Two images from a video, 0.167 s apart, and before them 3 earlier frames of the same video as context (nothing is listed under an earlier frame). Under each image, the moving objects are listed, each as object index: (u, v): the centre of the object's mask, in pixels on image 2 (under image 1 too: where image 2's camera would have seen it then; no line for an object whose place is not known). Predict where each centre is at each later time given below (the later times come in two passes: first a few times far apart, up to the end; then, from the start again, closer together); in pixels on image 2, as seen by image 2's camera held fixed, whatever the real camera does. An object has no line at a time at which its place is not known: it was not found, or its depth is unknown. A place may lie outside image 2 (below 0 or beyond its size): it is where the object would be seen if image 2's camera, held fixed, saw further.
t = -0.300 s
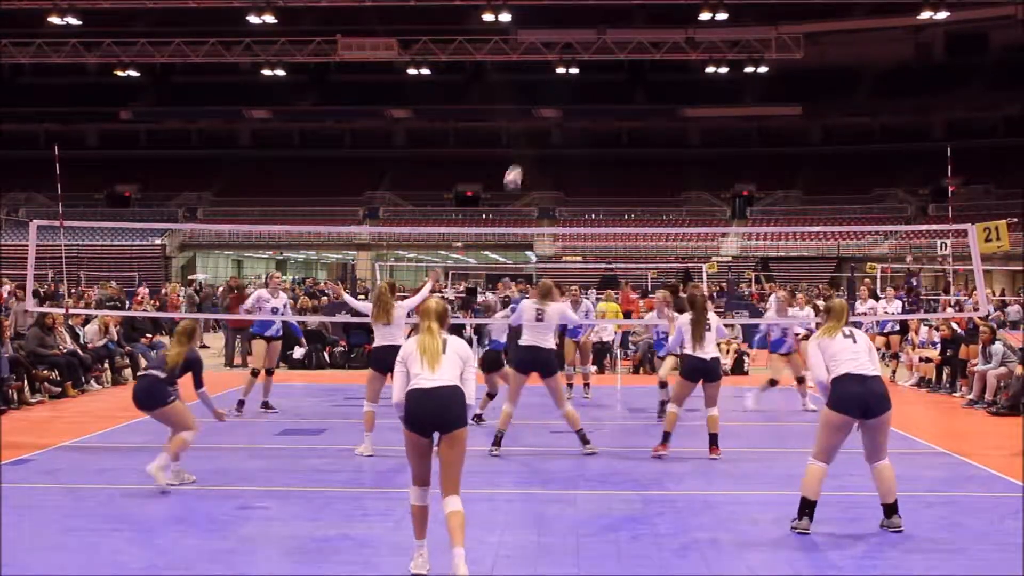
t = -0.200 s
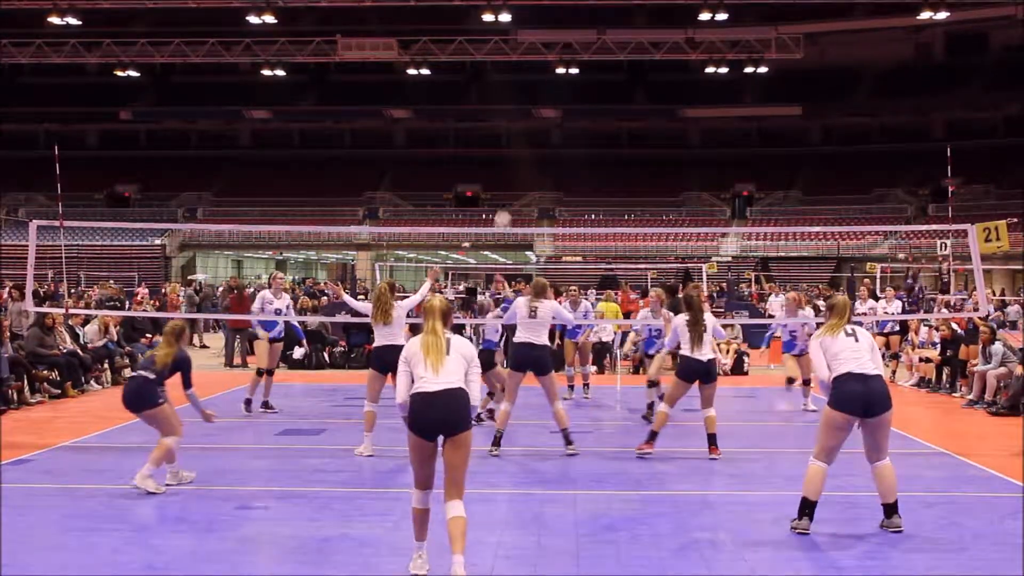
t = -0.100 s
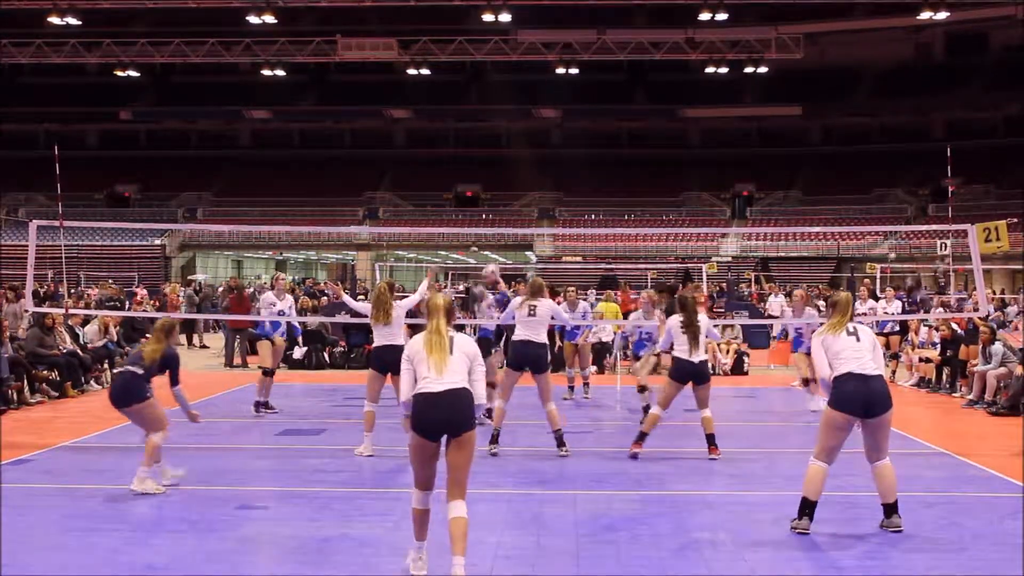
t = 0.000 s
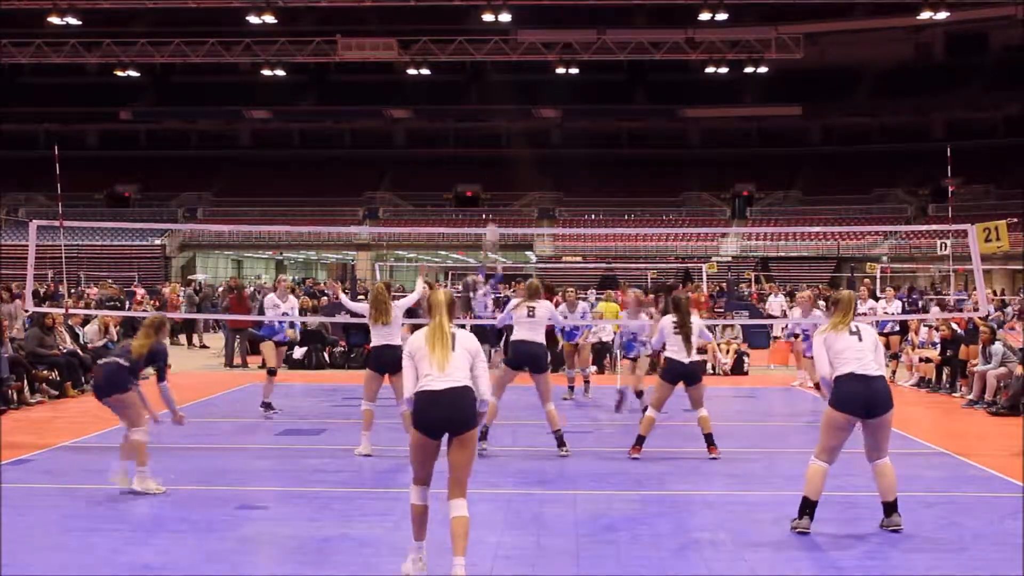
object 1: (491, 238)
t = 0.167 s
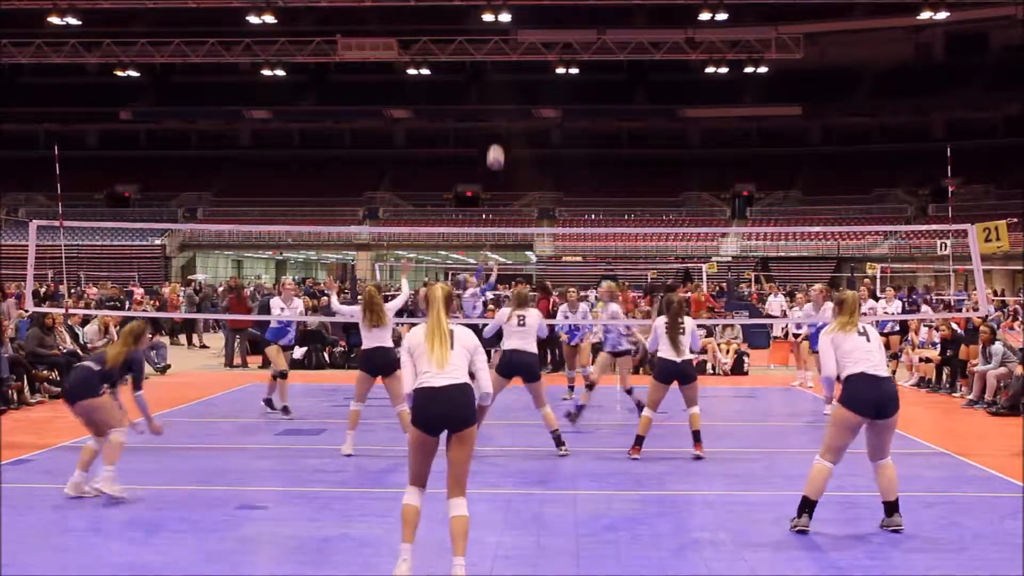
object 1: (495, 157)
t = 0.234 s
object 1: (497, 133)
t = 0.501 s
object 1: (504, 71)
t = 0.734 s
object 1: (510, 65)
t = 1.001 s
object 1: (516, 110)
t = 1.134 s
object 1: (519, 154)
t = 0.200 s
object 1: (497, 145)
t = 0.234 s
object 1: (497, 133)
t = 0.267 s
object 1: (498, 122)
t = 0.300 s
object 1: (499, 111)
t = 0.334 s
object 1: (500, 102)
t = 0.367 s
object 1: (501, 94)
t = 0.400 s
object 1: (502, 87)
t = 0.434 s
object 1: (503, 81)
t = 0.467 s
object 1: (503, 75)
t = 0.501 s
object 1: (504, 71)
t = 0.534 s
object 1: (505, 67)
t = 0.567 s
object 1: (506, 65)
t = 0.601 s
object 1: (507, 63)
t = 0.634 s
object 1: (508, 62)
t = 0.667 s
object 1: (508, 62)
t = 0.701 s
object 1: (509, 63)
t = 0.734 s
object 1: (510, 65)
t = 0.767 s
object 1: (511, 68)
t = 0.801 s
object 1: (511, 71)
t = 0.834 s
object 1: (512, 75)
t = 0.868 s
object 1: (513, 81)
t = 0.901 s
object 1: (514, 86)
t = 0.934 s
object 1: (515, 94)
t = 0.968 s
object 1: (515, 102)
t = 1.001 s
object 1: (516, 110)
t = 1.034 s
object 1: (517, 120)
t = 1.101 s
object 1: (518, 141)
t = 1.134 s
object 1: (519, 154)
